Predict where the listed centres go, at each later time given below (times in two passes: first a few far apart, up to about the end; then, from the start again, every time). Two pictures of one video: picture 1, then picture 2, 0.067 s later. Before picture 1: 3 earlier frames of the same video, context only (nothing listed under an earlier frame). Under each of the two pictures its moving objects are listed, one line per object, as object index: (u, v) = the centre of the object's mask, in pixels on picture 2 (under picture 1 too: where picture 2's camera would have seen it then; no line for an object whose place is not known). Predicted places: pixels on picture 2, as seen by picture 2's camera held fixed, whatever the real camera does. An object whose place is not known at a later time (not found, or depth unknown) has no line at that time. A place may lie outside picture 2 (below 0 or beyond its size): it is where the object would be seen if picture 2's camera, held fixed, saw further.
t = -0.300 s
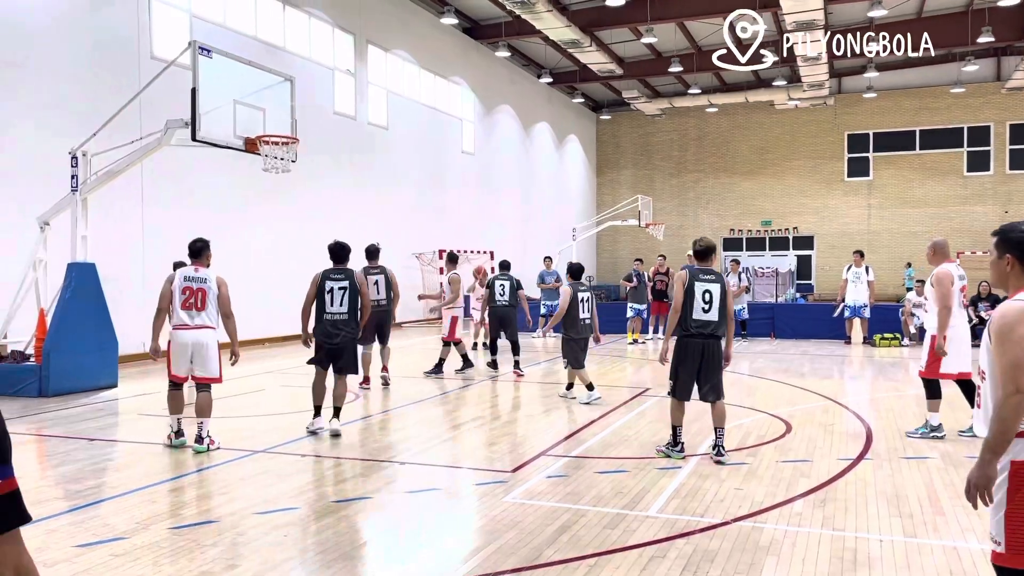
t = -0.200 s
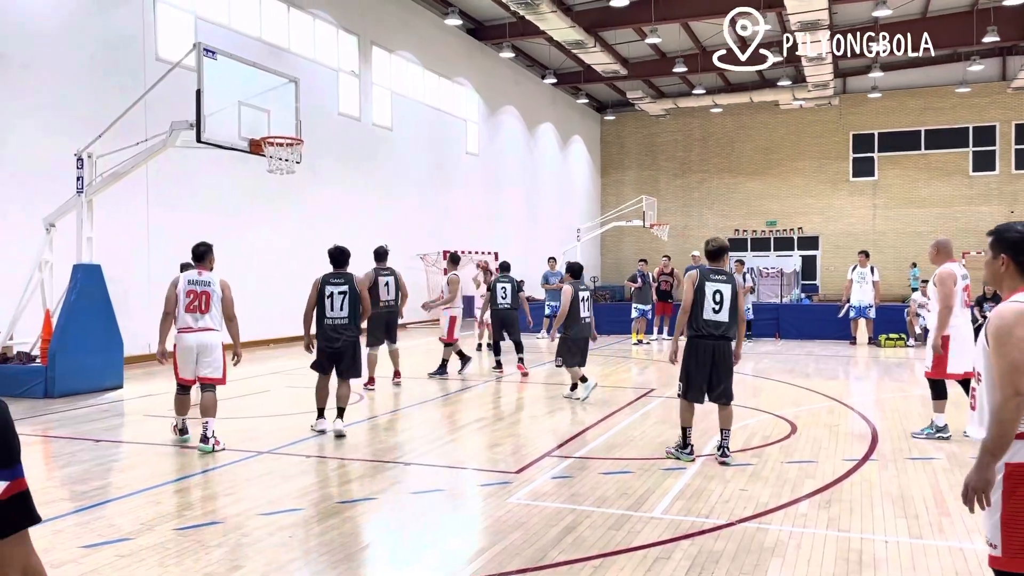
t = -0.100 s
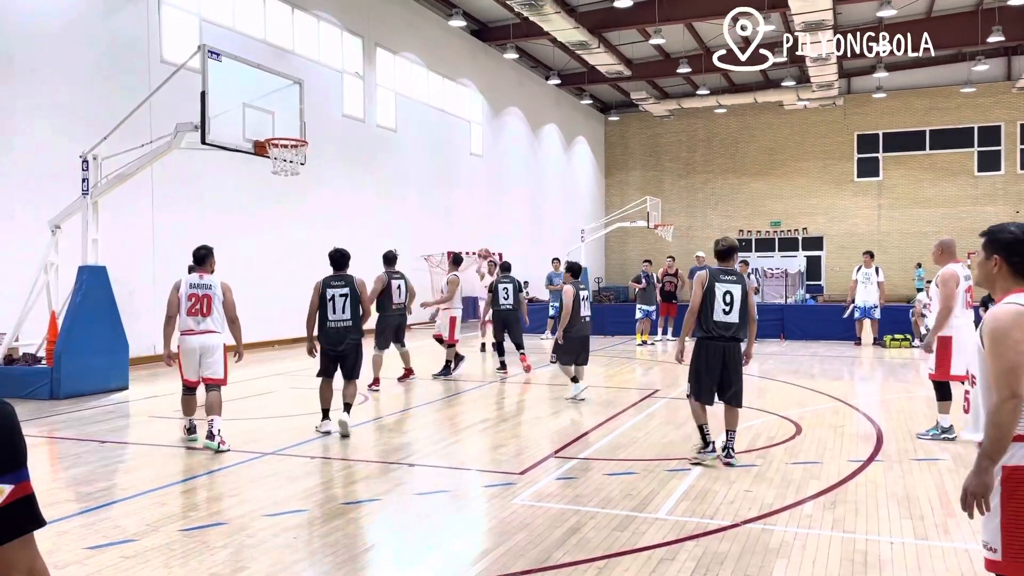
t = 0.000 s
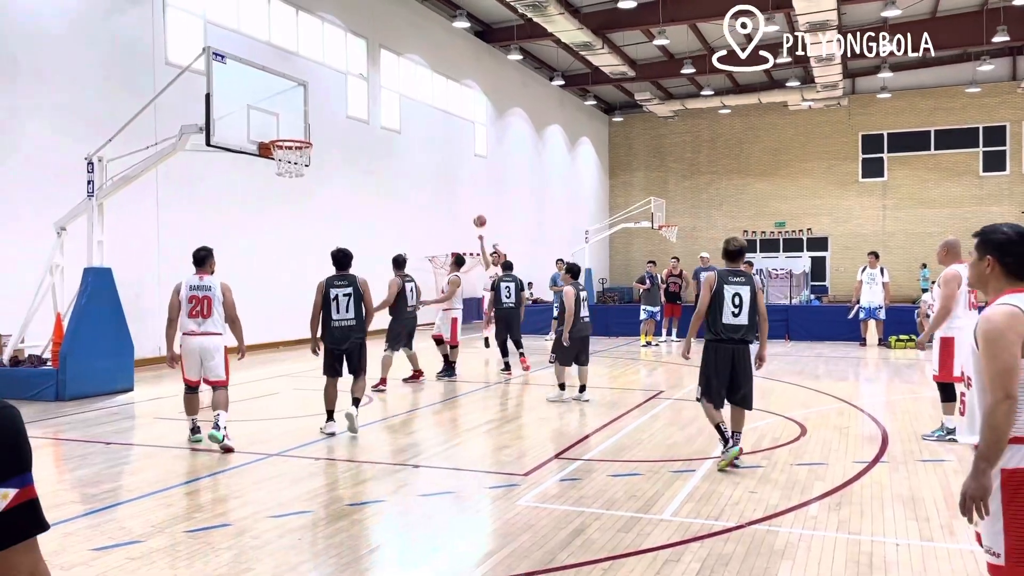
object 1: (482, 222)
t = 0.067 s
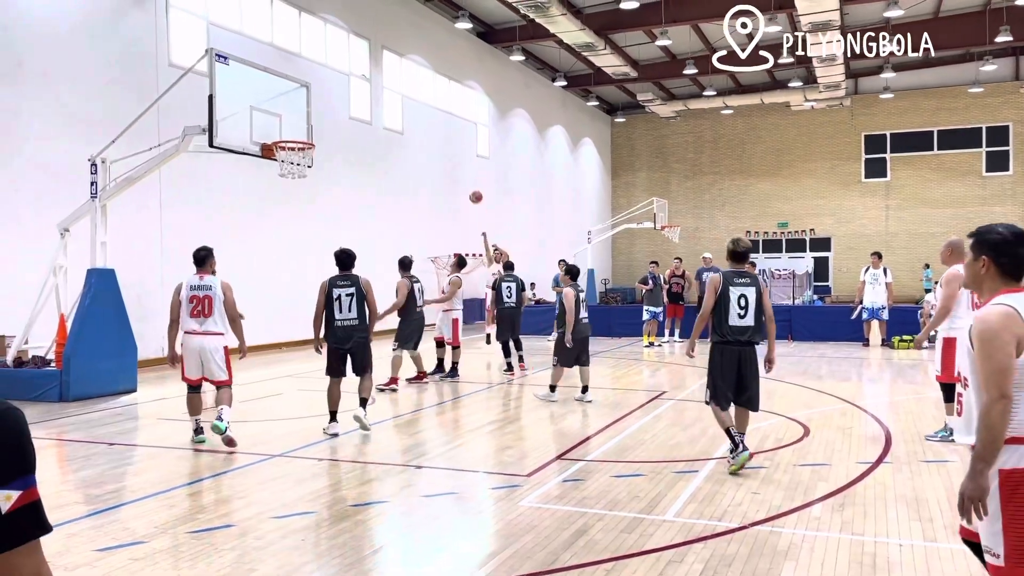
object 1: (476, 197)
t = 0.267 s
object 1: (456, 131)
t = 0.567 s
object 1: (422, 63)
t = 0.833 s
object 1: (385, 47)
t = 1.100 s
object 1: (342, 83)
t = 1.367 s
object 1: (287, 115)
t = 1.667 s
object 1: (246, 105)
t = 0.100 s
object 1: (473, 185)
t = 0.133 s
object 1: (470, 174)
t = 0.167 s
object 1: (466, 162)
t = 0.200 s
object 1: (463, 151)
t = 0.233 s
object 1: (460, 141)
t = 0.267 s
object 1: (456, 131)
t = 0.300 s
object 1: (453, 121)
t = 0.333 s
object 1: (449, 113)
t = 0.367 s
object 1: (446, 105)
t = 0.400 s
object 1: (442, 95)
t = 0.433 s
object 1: (438, 88)
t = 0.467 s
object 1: (434, 81)
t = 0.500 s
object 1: (430, 74)
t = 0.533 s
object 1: (426, 68)
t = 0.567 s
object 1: (422, 63)
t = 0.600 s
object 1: (418, 59)
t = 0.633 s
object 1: (413, 55)
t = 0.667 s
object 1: (409, 52)
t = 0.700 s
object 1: (404, 50)
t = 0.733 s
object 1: (400, 48)
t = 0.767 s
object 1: (395, 47)
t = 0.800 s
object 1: (390, 46)
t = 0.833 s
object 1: (385, 47)
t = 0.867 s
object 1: (381, 48)
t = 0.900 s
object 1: (376, 51)
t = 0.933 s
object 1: (371, 54)
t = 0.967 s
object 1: (365, 58)
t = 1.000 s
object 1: (359, 63)
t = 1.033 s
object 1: (353, 69)
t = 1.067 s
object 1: (347, 76)
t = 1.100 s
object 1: (342, 83)
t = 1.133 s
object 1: (336, 92)
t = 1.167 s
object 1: (330, 102)
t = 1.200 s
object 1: (324, 114)
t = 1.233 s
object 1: (318, 126)
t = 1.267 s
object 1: (311, 135)
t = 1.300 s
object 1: (303, 127)
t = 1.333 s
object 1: (295, 121)
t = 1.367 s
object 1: (287, 115)
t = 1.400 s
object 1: (280, 111)
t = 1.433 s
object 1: (272, 107)
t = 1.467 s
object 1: (263, 104)
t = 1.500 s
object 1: (255, 102)
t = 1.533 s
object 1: (247, 102)
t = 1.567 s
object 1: (241, 101)
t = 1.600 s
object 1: (243, 101)
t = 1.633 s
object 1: (244, 103)
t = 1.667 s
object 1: (246, 105)
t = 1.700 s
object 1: (247, 107)
